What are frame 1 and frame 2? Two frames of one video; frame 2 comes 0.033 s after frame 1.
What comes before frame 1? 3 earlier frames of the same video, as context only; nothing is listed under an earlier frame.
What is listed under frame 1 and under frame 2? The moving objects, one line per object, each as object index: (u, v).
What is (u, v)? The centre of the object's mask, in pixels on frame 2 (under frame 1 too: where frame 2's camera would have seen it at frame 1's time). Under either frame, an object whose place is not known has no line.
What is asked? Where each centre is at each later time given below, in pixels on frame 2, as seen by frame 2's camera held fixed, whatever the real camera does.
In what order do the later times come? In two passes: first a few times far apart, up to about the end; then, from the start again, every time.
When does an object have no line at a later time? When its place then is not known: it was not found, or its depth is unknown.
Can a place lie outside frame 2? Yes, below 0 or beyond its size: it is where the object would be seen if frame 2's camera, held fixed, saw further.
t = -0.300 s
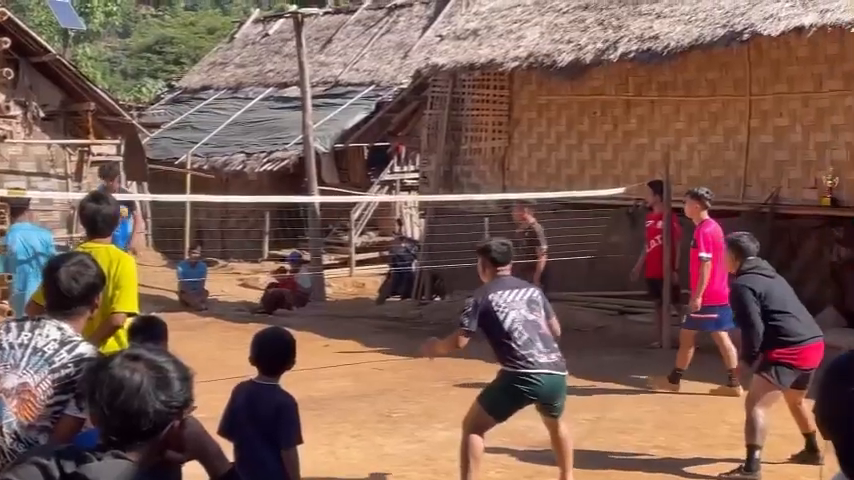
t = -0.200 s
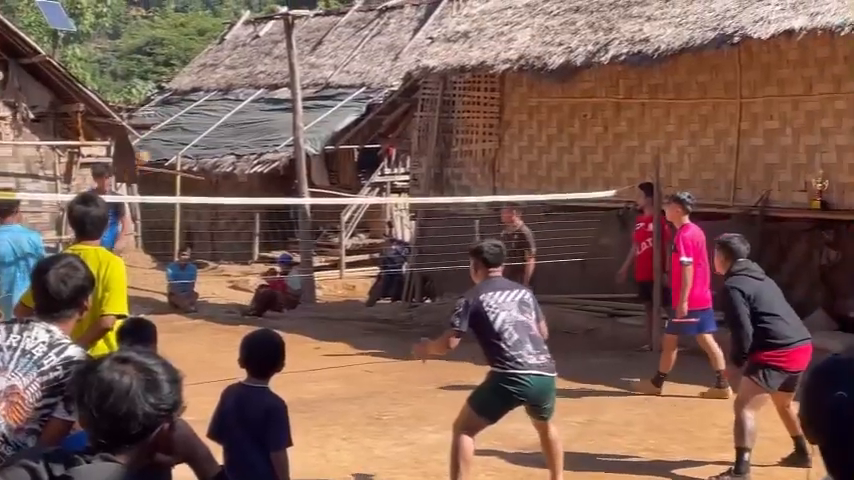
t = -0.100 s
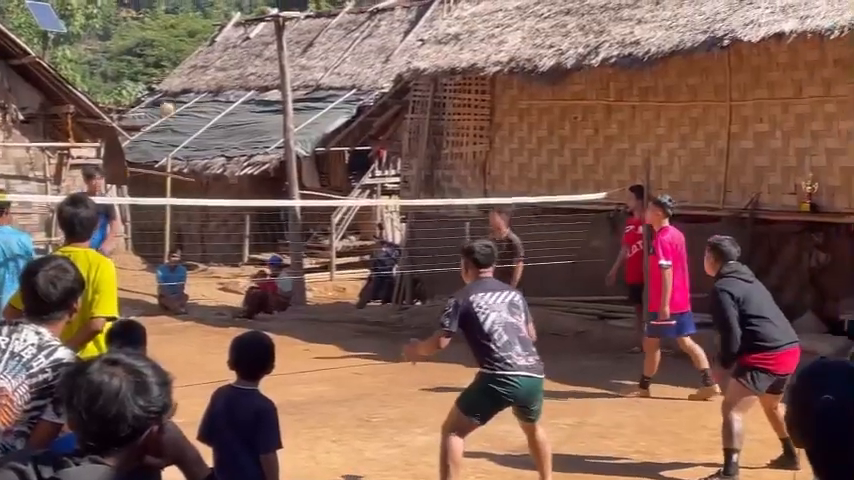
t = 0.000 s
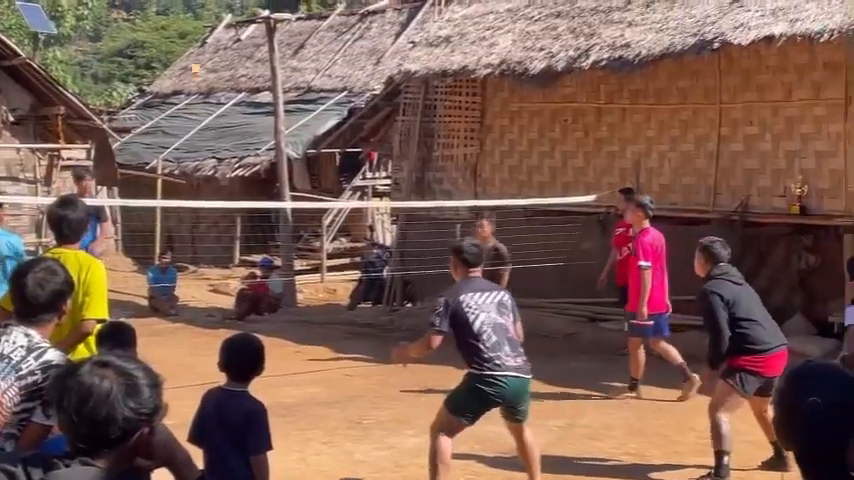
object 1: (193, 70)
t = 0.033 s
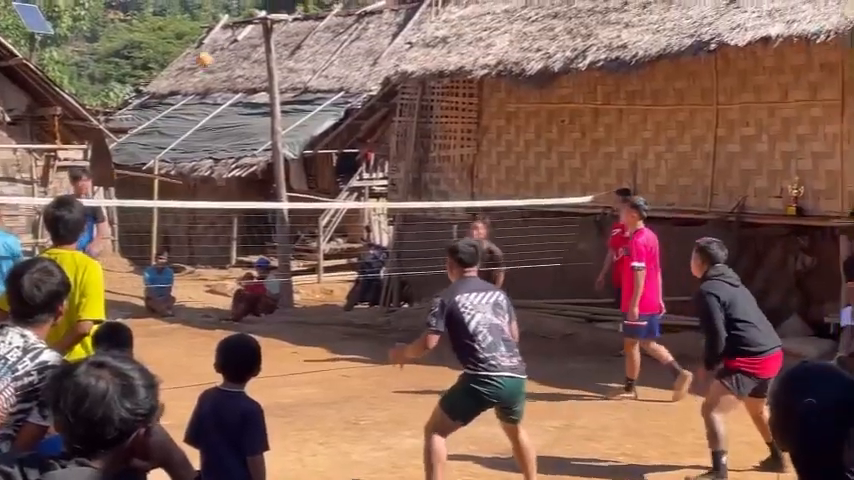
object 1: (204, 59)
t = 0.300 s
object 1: (316, 10)
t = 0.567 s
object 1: (454, 50)
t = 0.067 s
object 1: (217, 48)
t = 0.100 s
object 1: (229, 39)
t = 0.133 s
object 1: (243, 32)
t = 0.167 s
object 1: (259, 21)
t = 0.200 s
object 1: (273, 19)
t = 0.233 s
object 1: (286, 14)
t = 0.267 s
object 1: (300, 11)
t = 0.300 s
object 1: (316, 10)
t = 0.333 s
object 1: (333, 8)
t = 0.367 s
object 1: (347, 10)
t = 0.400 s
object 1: (364, 14)
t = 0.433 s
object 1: (380, 17)
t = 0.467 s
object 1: (401, 22)
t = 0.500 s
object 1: (416, 31)
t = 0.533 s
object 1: (435, 40)
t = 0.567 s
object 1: (454, 50)
